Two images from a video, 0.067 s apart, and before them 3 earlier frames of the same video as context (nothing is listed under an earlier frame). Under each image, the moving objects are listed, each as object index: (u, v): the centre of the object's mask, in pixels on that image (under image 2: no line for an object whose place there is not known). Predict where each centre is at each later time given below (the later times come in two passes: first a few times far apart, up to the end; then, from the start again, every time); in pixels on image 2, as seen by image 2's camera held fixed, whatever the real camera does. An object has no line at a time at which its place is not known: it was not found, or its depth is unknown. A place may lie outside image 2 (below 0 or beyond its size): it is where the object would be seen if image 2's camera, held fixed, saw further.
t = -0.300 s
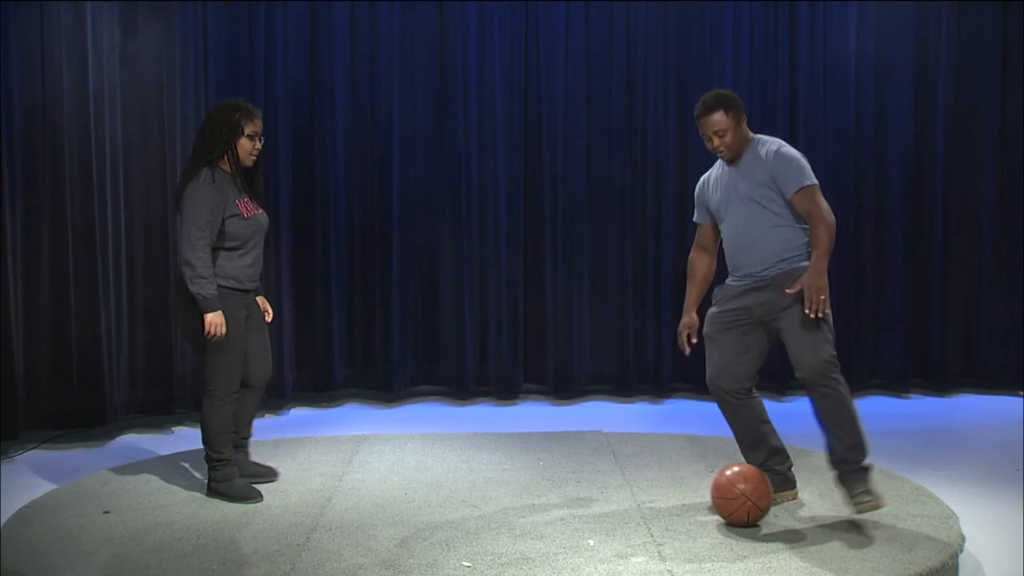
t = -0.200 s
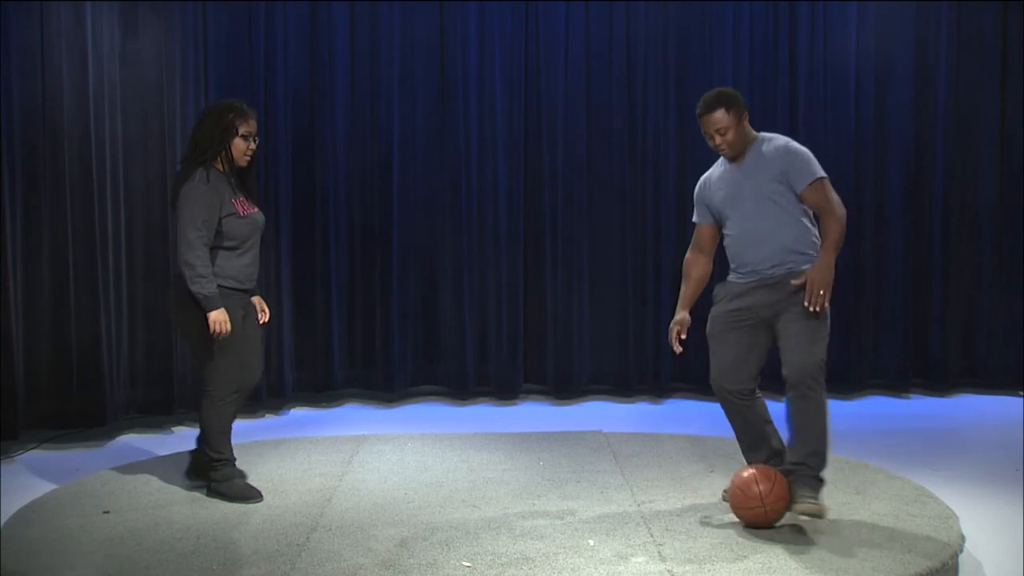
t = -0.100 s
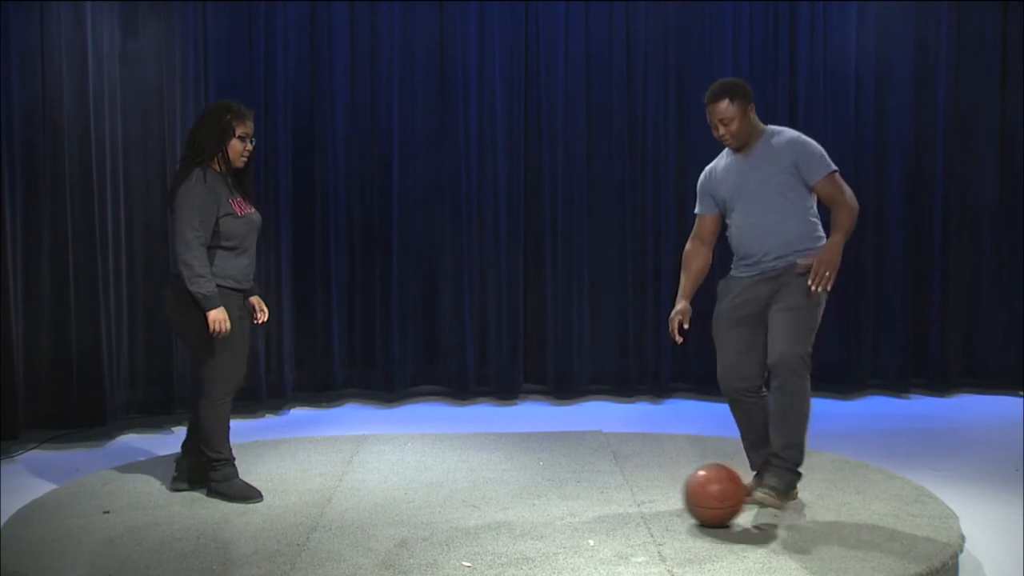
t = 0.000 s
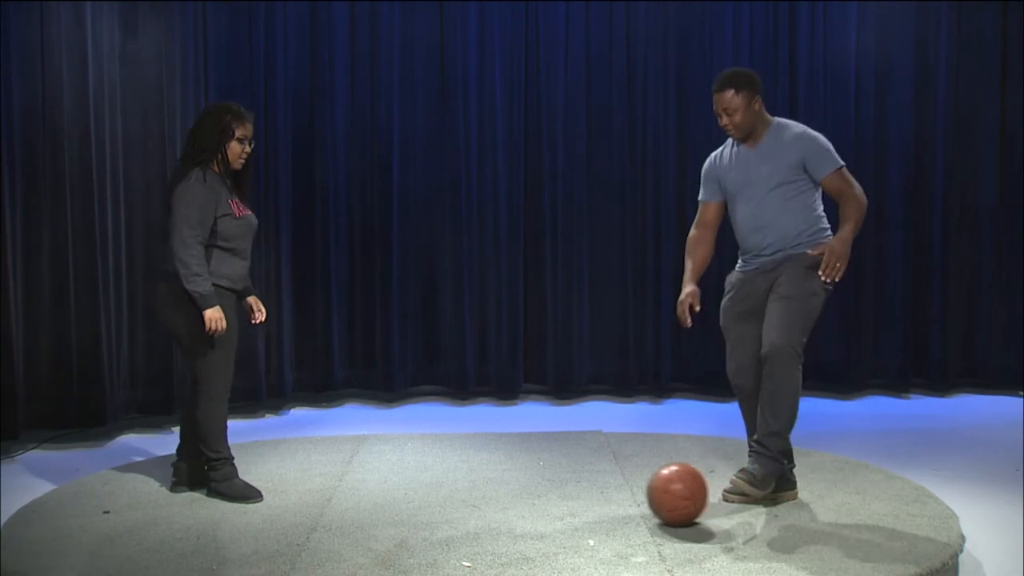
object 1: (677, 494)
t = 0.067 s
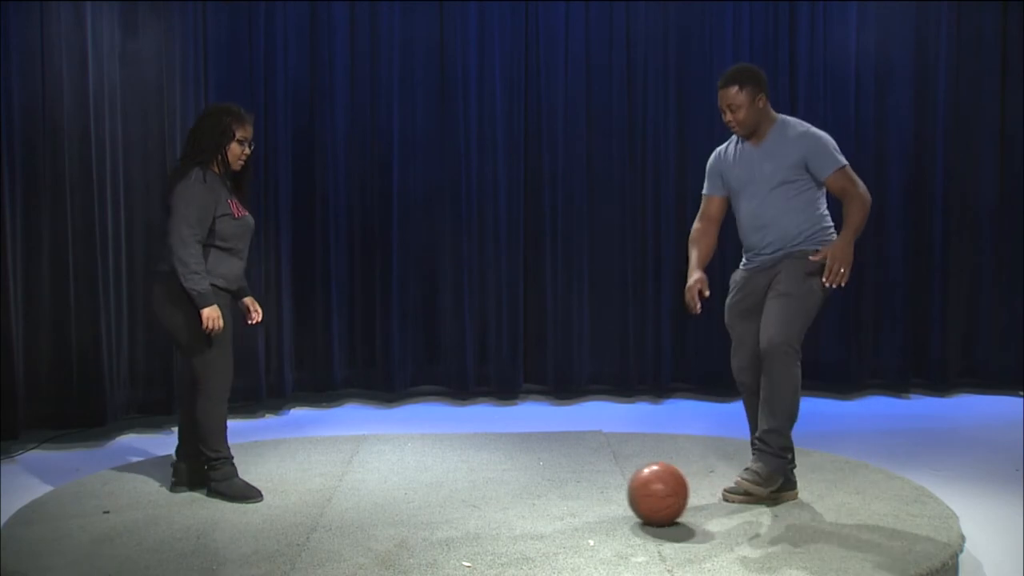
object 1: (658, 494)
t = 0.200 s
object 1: (625, 494)
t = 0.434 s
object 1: (570, 493)
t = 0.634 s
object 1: (525, 492)
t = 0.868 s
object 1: (475, 490)
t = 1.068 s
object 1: (433, 489)
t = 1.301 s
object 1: (387, 488)
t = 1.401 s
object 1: (369, 488)
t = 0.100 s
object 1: (650, 494)
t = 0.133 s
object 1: (641, 494)
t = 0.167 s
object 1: (633, 494)
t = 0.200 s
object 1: (625, 494)
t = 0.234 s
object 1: (617, 494)
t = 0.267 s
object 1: (609, 494)
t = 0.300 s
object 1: (601, 493)
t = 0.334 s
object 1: (593, 494)
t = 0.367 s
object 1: (585, 494)
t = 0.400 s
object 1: (577, 493)
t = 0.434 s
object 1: (570, 493)
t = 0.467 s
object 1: (562, 493)
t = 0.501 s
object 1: (554, 492)
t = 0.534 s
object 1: (547, 492)
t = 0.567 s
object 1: (540, 492)
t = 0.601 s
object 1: (532, 492)
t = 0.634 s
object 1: (525, 492)
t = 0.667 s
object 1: (517, 492)
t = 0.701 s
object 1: (510, 491)
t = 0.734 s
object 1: (503, 491)
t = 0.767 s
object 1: (496, 491)
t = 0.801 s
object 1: (489, 490)
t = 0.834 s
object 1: (482, 491)
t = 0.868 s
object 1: (475, 490)
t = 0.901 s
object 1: (468, 490)
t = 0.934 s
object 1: (461, 490)
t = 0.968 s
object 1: (454, 490)
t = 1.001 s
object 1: (447, 489)
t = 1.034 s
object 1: (440, 489)
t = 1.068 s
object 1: (433, 489)
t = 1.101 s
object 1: (427, 489)
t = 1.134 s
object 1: (420, 489)
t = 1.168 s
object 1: (413, 489)
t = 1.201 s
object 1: (407, 489)
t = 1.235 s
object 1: (400, 488)
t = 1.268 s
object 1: (394, 488)
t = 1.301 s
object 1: (387, 488)
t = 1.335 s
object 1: (381, 488)
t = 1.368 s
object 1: (375, 487)
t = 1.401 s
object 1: (369, 488)
